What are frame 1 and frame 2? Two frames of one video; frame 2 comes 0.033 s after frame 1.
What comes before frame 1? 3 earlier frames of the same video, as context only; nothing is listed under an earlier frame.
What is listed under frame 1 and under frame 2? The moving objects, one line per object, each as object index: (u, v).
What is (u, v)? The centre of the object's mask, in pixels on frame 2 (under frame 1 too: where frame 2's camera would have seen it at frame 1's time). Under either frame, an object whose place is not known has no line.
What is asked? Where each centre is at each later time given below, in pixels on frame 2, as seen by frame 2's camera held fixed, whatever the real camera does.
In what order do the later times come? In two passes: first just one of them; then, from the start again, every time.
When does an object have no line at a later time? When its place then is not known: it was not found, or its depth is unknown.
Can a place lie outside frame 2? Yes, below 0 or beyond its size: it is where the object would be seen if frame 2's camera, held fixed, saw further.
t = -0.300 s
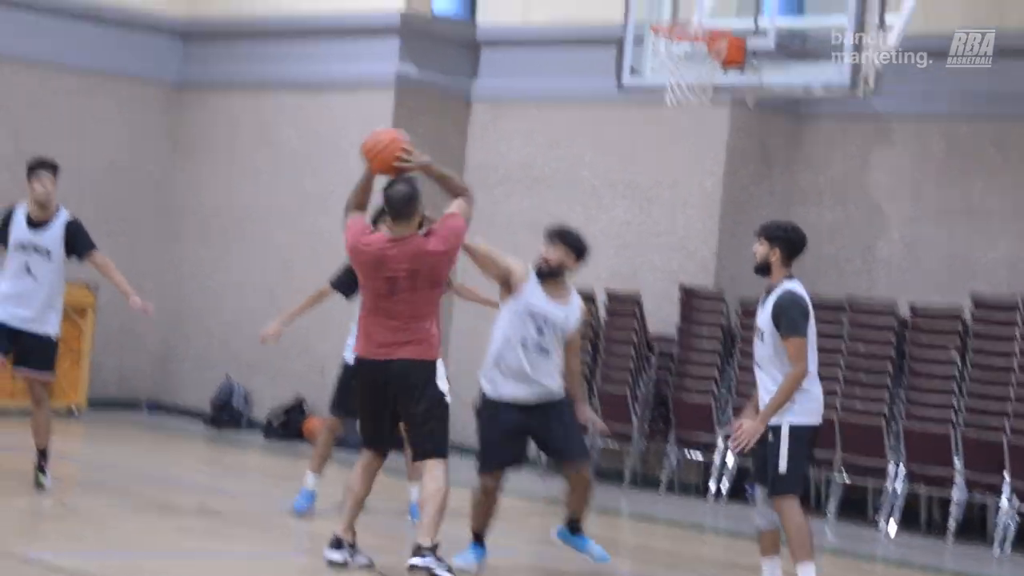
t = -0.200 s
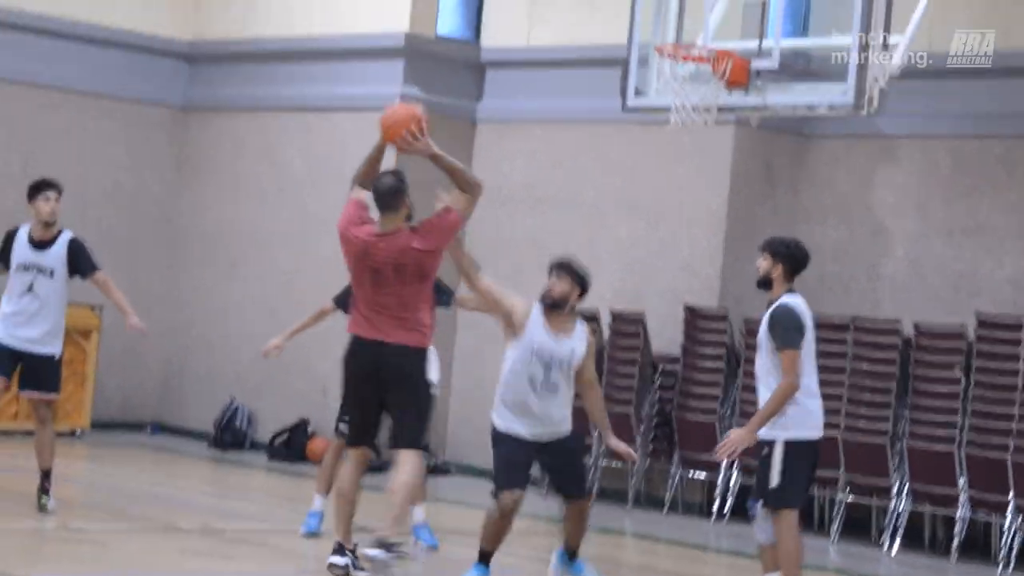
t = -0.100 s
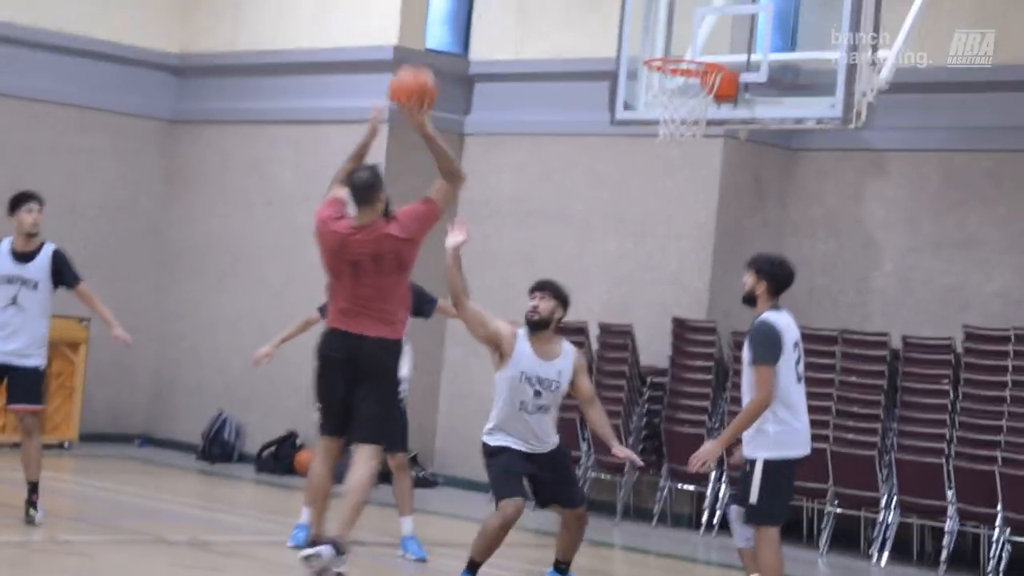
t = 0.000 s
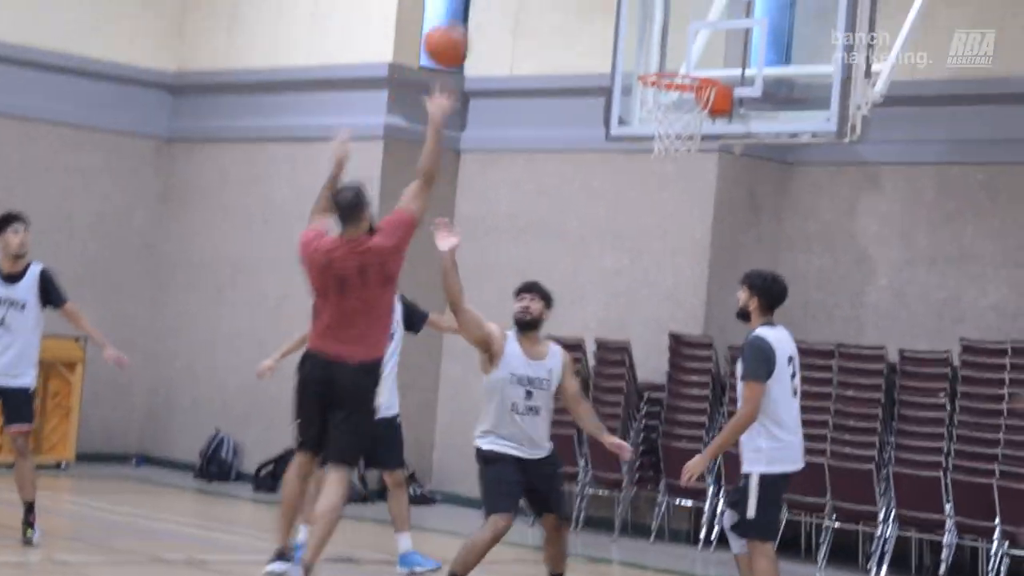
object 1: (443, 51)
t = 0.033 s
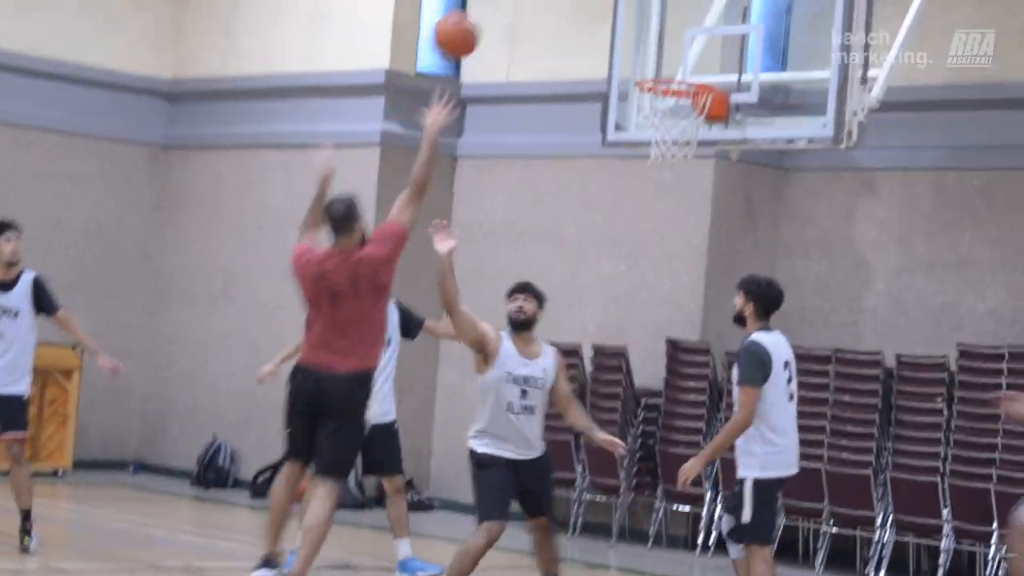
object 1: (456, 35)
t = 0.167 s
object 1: (509, -2)
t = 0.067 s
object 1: (468, 20)
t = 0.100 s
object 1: (480, 8)
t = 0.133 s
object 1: (496, 2)
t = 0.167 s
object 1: (509, -2)
